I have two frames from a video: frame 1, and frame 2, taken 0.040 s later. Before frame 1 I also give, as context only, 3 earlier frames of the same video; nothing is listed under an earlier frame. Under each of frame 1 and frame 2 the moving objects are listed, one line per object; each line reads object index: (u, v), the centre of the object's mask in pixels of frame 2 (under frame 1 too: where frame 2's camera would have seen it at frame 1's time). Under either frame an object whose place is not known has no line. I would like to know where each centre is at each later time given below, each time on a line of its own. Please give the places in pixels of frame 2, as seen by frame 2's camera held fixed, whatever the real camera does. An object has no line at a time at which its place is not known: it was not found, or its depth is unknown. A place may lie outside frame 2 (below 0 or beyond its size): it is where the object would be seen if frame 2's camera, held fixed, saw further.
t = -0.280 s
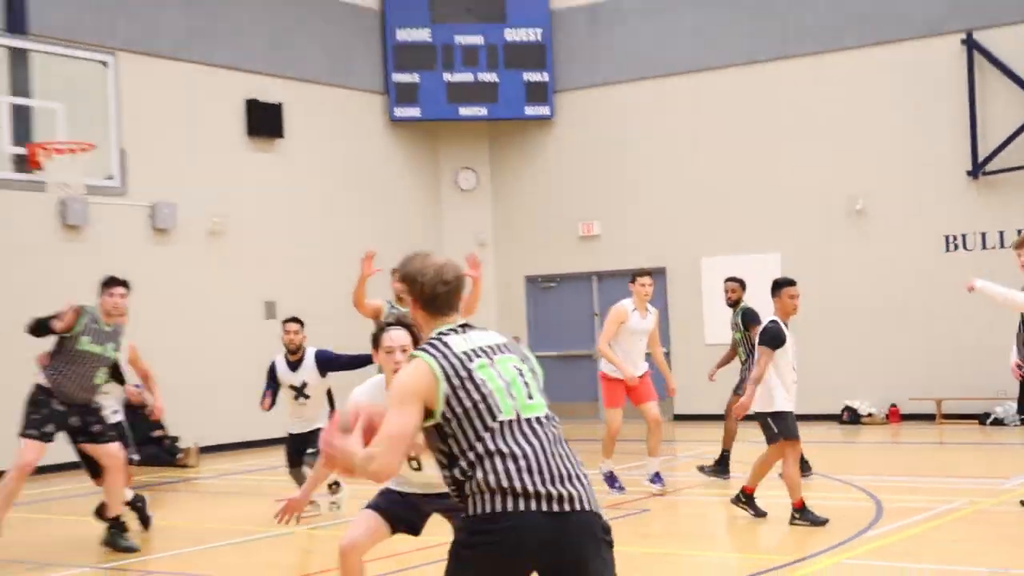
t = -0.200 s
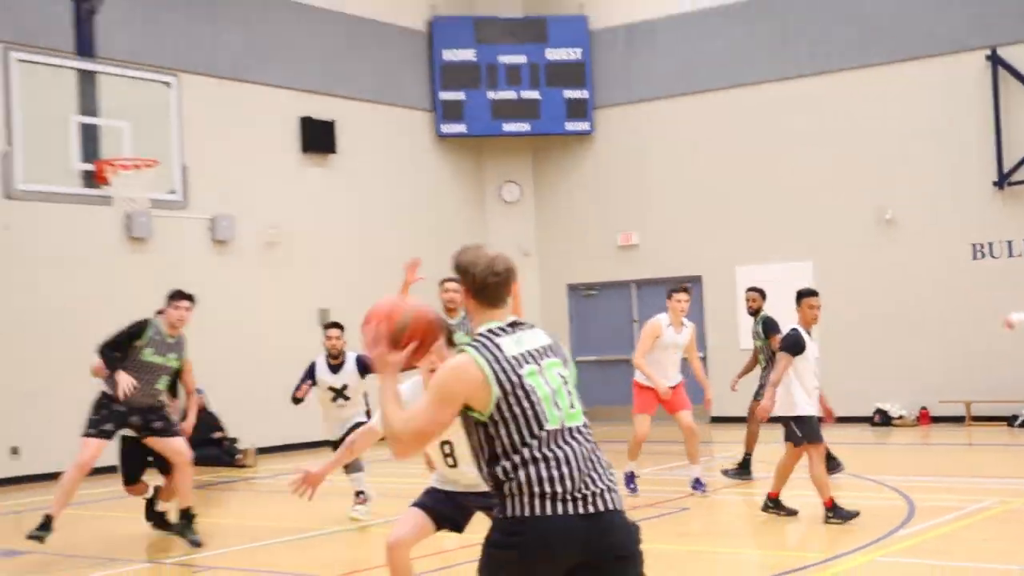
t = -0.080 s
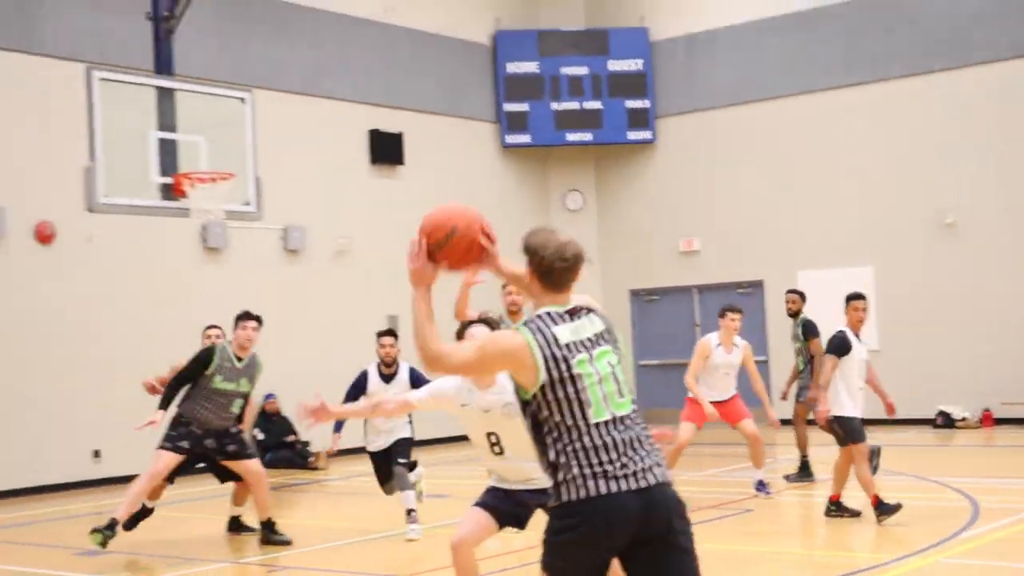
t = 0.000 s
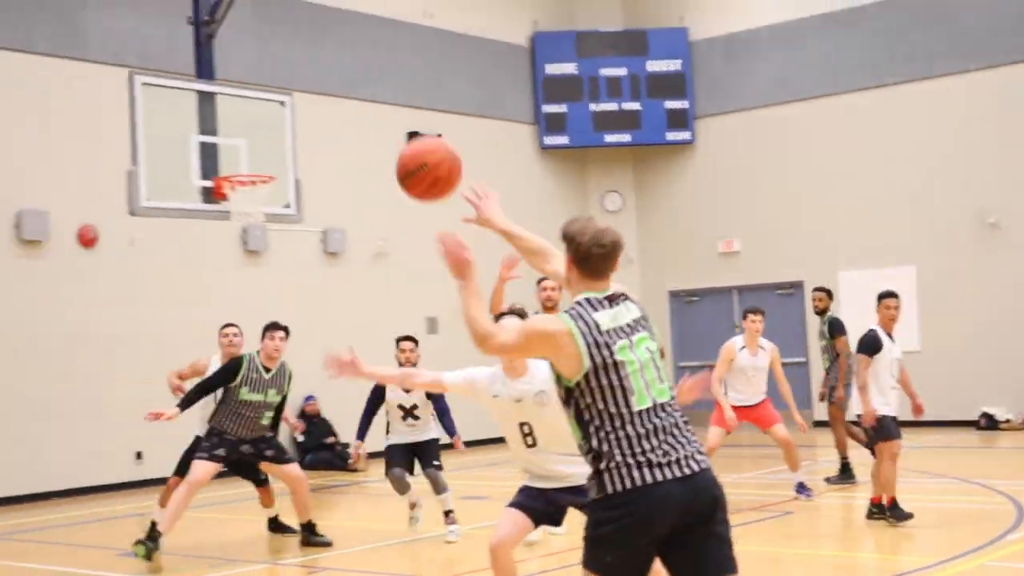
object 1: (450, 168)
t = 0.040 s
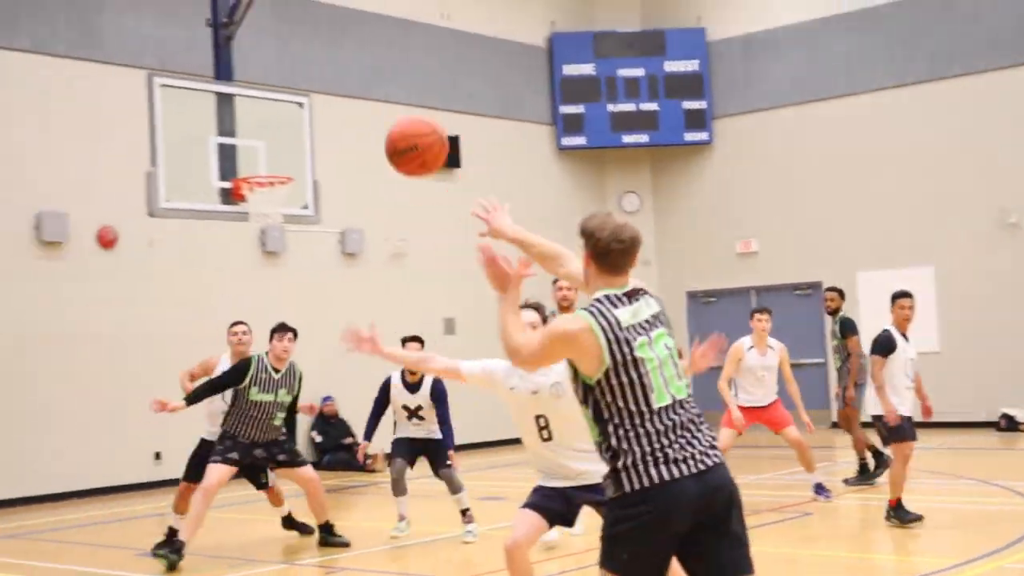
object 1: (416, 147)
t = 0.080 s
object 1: (385, 129)
